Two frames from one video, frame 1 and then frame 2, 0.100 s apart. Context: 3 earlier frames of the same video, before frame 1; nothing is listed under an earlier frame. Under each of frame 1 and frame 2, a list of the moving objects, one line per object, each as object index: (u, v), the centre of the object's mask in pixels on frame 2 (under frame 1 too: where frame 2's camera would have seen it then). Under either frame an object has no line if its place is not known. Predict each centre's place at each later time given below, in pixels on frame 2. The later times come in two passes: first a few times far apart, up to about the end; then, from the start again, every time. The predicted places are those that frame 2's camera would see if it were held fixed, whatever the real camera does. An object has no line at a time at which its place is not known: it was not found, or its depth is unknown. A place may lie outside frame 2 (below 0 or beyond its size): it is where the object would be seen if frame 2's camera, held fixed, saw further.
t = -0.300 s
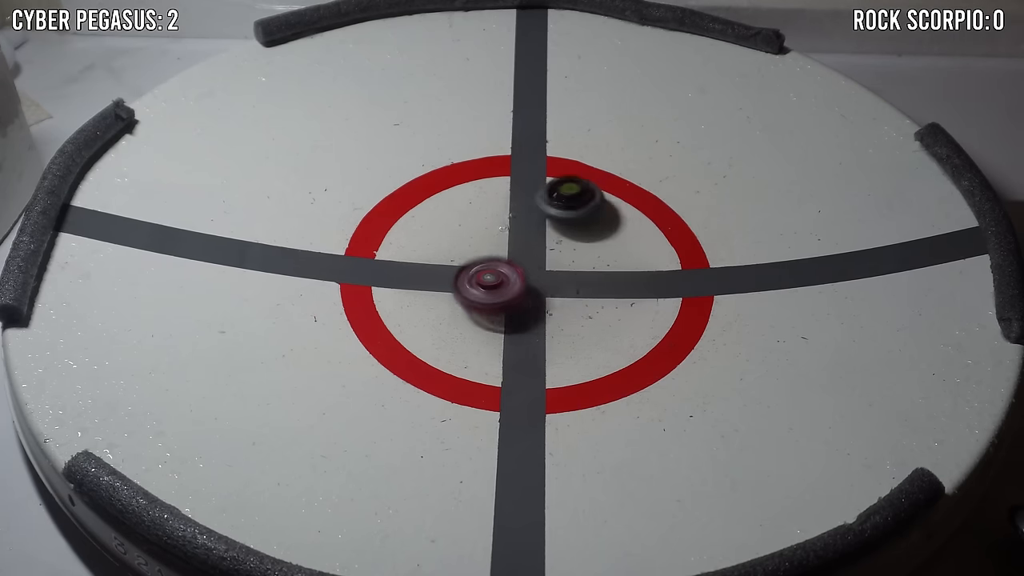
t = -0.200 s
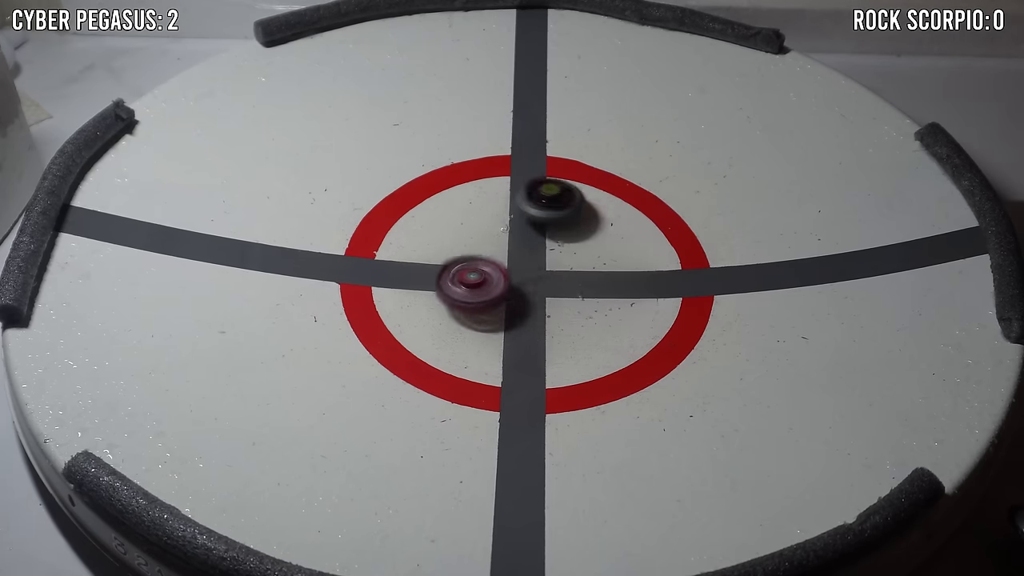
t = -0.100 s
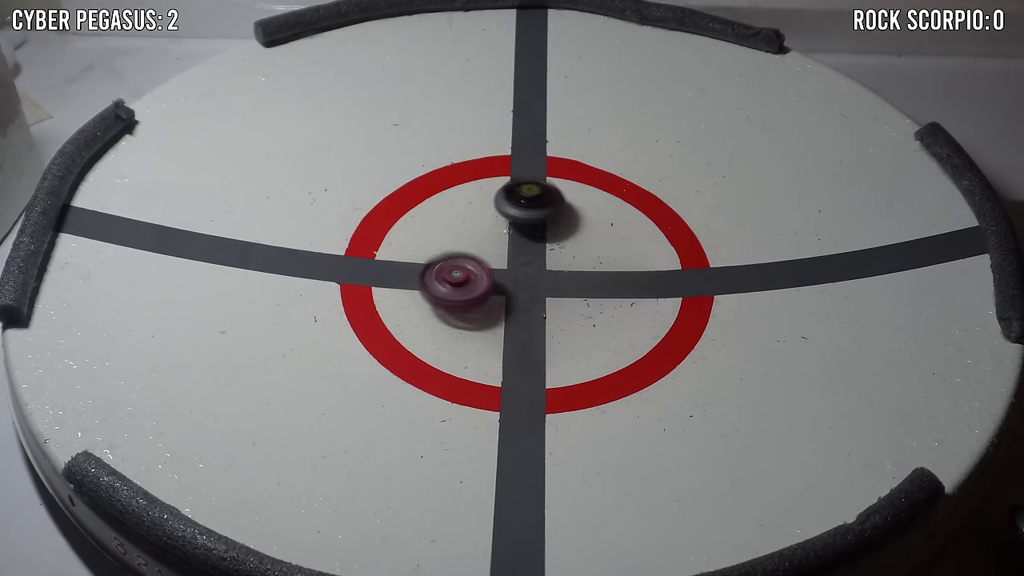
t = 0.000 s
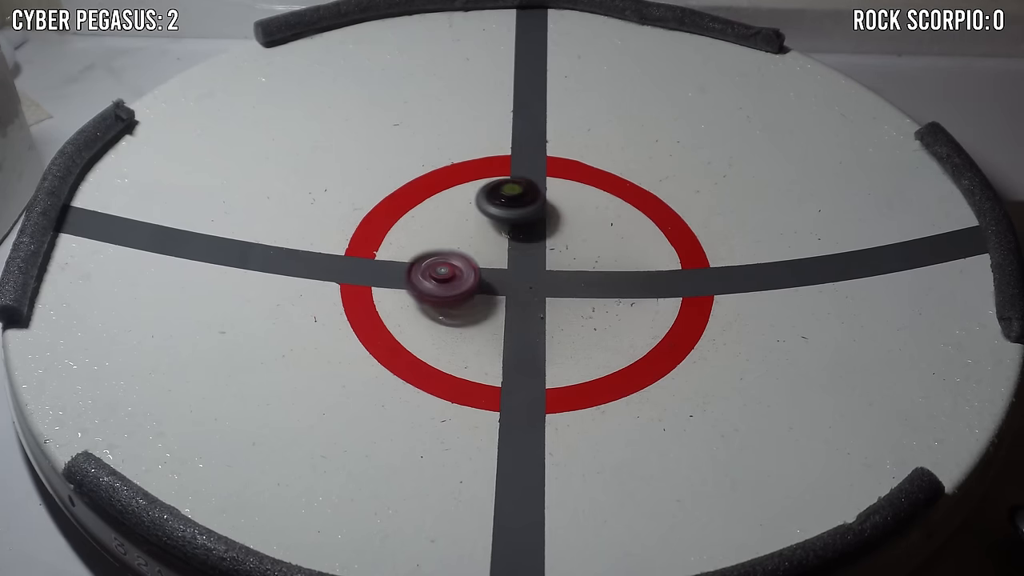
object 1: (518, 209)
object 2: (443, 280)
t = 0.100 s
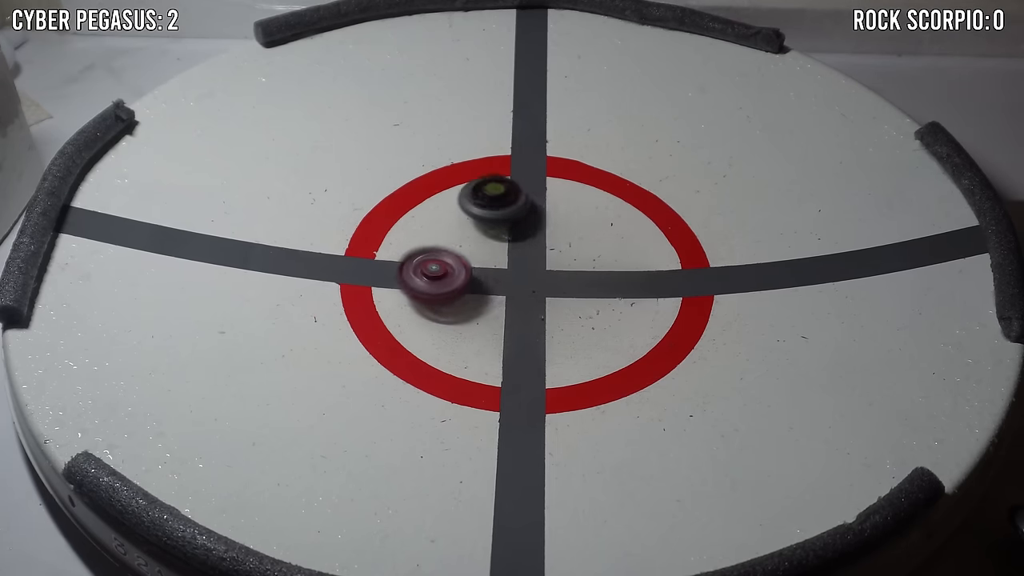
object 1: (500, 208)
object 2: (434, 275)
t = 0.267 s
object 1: (466, 196)
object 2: (435, 271)
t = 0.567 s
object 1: (430, 192)
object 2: (449, 262)
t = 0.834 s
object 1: (416, 200)
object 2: (496, 255)
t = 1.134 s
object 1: (419, 227)
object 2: (540, 230)
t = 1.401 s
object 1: (430, 256)
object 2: (562, 215)
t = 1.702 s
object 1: (438, 290)
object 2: (557, 227)
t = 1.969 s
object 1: (450, 324)
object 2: (552, 249)
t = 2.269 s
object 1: (471, 336)
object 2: (547, 289)
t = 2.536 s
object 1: (349, 354)
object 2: (697, 266)
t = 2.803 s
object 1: (313, 343)
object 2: (735, 222)
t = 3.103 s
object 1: (352, 319)
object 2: (702, 212)
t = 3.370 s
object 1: (426, 316)
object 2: (632, 235)
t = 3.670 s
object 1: (506, 348)
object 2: (552, 256)
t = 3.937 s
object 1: (522, 372)
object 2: (478, 259)
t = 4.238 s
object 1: (508, 382)
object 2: (403, 253)
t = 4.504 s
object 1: (510, 362)
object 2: (366, 250)
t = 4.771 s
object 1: (545, 328)
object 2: (386, 254)
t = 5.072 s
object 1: (609, 310)
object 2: (456, 261)
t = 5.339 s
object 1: (650, 320)
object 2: (521, 271)
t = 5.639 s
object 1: (647, 330)
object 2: (577, 285)
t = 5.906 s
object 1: (655, 345)
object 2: (537, 237)
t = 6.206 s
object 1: (646, 320)
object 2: (504, 224)
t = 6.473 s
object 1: (660, 284)
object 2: (477, 231)
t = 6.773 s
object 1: (692, 272)
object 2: (475, 262)
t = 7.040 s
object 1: (692, 275)
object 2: (499, 288)
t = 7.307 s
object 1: (664, 262)
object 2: (529, 306)
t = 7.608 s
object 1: (643, 231)
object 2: (564, 304)
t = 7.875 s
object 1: (647, 211)
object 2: (581, 286)
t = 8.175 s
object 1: (638, 204)
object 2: (582, 262)
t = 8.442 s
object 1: (617, 202)
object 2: (565, 247)
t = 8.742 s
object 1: (596, 187)
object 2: (535, 236)
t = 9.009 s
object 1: (575, 183)
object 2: (512, 236)
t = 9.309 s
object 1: (543, 182)
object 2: (497, 247)
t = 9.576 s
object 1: (518, 179)
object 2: (495, 263)
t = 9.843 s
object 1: (501, 180)
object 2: (502, 274)
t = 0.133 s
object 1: (494, 208)
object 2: (433, 275)
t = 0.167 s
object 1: (488, 207)
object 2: (433, 274)
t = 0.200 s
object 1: (482, 206)
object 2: (433, 273)
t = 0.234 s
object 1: (477, 205)
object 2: (433, 272)
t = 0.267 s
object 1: (466, 196)
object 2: (435, 271)
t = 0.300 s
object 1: (461, 196)
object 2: (435, 270)
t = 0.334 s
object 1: (456, 195)
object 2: (435, 269)
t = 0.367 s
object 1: (452, 194)
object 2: (436, 267)
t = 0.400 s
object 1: (447, 193)
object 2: (438, 266)
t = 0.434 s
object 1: (443, 193)
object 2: (440, 265)
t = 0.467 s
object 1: (440, 192)
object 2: (441, 264)
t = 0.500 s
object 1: (436, 192)
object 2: (444, 263)
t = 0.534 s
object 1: (433, 192)
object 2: (447, 262)
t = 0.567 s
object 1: (430, 192)
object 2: (449, 262)
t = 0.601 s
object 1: (427, 193)
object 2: (452, 261)
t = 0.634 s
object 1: (424, 193)
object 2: (463, 268)
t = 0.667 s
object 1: (421, 194)
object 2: (467, 266)
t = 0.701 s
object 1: (419, 195)
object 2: (473, 262)
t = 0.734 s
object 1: (419, 197)
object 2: (480, 261)
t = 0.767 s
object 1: (418, 197)
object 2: (486, 259)
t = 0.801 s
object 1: (417, 199)
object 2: (491, 257)
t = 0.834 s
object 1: (416, 200)
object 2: (496, 255)
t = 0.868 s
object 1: (415, 204)
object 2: (501, 252)
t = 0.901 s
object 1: (415, 205)
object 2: (506, 250)
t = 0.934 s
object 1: (415, 207)
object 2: (513, 247)
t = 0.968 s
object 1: (415, 211)
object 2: (518, 243)
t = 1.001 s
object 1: (416, 213)
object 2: (524, 240)
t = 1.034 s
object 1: (416, 215)
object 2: (528, 237)
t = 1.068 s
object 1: (417, 219)
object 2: (533, 235)
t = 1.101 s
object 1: (419, 223)
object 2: (537, 233)
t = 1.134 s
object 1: (419, 227)
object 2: (540, 230)
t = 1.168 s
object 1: (420, 230)
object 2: (544, 227)
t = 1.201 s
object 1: (422, 234)
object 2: (549, 225)
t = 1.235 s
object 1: (422, 236)
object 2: (553, 223)
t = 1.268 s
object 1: (424, 240)
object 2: (556, 220)
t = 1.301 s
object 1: (426, 245)
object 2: (558, 218)
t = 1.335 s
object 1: (429, 252)
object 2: (560, 216)
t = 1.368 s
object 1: (434, 258)
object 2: (561, 215)
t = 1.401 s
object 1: (430, 256)
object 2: (562, 215)
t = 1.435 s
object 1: (431, 260)
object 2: (562, 215)
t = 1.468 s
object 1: (433, 263)
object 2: (562, 216)
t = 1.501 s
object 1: (435, 268)
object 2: (561, 217)
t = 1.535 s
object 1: (435, 270)
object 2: (560, 218)
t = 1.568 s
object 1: (435, 273)
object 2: (559, 219)
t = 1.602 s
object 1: (436, 277)
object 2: (558, 221)
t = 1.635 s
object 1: (437, 280)
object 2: (557, 222)
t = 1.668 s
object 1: (437, 284)
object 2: (557, 224)
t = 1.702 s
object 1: (438, 290)
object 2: (557, 227)
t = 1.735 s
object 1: (438, 292)
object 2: (556, 229)
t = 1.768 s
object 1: (446, 305)
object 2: (557, 232)
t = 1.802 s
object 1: (447, 309)
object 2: (556, 234)
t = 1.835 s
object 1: (447, 312)
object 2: (557, 237)
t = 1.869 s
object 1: (447, 314)
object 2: (557, 240)
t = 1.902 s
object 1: (448, 318)
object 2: (556, 243)
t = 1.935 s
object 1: (449, 321)
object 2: (554, 247)
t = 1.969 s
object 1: (450, 324)
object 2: (552, 249)
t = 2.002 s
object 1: (451, 327)
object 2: (550, 252)
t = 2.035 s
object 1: (453, 329)
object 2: (549, 257)
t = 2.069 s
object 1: (454, 331)
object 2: (547, 261)
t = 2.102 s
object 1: (456, 333)
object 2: (546, 265)
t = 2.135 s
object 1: (458, 334)
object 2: (545, 270)
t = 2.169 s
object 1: (460, 335)
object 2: (545, 275)
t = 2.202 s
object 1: (463, 335)
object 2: (546, 280)
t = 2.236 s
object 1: (467, 336)
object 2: (546, 285)
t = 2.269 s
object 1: (471, 336)
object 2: (547, 289)
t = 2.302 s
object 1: (474, 335)
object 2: (549, 293)
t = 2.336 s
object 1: (477, 335)
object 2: (541, 291)
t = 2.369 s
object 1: (480, 334)
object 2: (549, 301)
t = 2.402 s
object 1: (470, 334)
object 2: (561, 300)
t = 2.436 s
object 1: (431, 344)
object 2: (603, 292)
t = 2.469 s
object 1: (397, 350)
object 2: (641, 284)
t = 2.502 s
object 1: (370, 354)
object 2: (671, 275)
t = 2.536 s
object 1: (349, 354)
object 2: (697, 266)
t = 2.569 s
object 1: (334, 354)
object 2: (715, 256)
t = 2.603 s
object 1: (327, 354)
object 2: (726, 247)
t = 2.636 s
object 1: (322, 354)
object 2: (732, 240)
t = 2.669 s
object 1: (319, 352)
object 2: (735, 233)
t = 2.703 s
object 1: (316, 351)
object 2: (736, 228)
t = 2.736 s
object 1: (314, 349)
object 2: (737, 225)
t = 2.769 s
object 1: (313, 346)
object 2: (736, 223)
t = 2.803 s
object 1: (313, 343)
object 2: (735, 222)
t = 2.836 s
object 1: (313, 340)
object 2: (735, 220)
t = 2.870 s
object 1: (315, 337)
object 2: (733, 218)
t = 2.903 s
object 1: (318, 334)
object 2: (730, 216)
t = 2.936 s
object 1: (322, 331)
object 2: (728, 215)
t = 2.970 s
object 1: (326, 328)
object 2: (726, 213)
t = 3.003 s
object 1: (332, 325)
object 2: (722, 211)
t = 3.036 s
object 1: (338, 322)
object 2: (716, 210)
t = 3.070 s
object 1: (345, 320)
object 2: (710, 211)
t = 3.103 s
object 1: (352, 319)
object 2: (702, 212)
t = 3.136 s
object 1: (360, 317)
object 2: (693, 214)
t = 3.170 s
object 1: (368, 316)
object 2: (684, 216)
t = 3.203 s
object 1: (377, 315)
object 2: (675, 219)
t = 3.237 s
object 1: (387, 314)
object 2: (667, 222)
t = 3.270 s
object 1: (395, 314)
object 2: (659, 226)
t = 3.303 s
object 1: (406, 314)
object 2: (651, 229)
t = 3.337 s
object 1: (416, 315)
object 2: (642, 232)
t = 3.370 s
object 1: (426, 316)
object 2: (632, 235)
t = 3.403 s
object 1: (436, 318)
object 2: (623, 238)
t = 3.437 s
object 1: (447, 320)
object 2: (614, 239)
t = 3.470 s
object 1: (456, 323)
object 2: (605, 242)
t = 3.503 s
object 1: (467, 326)
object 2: (597, 245)
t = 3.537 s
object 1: (476, 330)
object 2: (588, 248)
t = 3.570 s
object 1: (484, 334)
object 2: (580, 250)
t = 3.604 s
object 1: (492, 338)
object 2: (571, 252)
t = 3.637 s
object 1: (499, 343)
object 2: (562, 254)
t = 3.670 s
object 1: (506, 348)
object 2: (552, 256)
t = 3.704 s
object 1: (512, 352)
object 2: (542, 257)
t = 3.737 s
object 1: (517, 357)
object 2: (532, 258)
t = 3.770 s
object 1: (522, 362)
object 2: (522, 259)
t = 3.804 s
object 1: (525, 366)
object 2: (513, 260)
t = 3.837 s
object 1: (528, 370)
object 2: (504, 260)
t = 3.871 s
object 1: (529, 374)
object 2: (496, 260)
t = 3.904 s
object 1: (522, 369)
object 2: (486, 260)
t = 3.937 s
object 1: (522, 372)
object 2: (478, 259)
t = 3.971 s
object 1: (523, 377)
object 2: (469, 259)
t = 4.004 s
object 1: (522, 379)
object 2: (461, 258)
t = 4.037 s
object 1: (520, 381)
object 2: (452, 257)
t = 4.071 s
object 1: (519, 383)
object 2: (443, 256)
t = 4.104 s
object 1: (517, 385)
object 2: (435, 255)
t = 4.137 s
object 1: (515, 385)
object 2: (426, 254)
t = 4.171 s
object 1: (512, 385)
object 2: (418, 254)
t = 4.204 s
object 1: (509, 384)
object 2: (410, 254)
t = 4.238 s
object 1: (508, 382)
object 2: (403, 253)
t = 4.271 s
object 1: (505, 380)
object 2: (396, 253)
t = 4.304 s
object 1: (504, 379)
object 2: (391, 252)
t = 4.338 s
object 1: (507, 384)
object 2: (385, 252)
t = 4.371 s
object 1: (507, 380)
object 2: (381, 251)
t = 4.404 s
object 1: (507, 376)
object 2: (376, 251)
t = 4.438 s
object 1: (507, 372)
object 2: (372, 250)
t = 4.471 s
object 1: (508, 367)
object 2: (368, 250)
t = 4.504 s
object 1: (510, 362)
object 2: (366, 250)
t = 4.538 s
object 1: (512, 357)
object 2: (366, 249)
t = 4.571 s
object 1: (515, 352)
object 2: (364, 250)
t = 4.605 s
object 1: (518, 349)
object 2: (364, 250)
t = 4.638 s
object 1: (522, 344)
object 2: (366, 250)
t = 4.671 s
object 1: (527, 340)
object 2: (369, 251)
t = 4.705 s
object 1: (532, 335)
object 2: (373, 252)
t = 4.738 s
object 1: (538, 332)
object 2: (379, 253)
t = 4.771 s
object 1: (545, 328)
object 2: (386, 254)
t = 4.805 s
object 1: (552, 324)
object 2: (394, 254)
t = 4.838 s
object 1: (558, 321)
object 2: (401, 255)
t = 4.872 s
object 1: (565, 318)
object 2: (409, 256)
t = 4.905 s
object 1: (572, 315)
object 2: (416, 256)
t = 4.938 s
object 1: (580, 314)
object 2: (424, 257)
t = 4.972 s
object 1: (588, 313)
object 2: (431, 258)
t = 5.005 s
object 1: (595, 312)
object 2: (440, 260)
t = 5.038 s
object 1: (602, 311)
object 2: (448, 260)
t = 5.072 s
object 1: (609, 310)
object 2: (456, 261)
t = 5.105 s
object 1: (615, 311)
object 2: (464, 262)
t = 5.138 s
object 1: (622, 311)
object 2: (472, 262)
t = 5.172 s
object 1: (627, 312)
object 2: (480, 263)
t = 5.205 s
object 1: (634, 313)
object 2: (488, 265)
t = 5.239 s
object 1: (639, 315)
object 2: (496, 265)
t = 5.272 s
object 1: (644, 317)
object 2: (504, 267)
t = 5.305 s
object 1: (647, 319)
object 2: (512, 269)
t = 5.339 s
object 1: (650, 320)
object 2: (521, 271)
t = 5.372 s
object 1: (653, 321)
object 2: (528, 273)
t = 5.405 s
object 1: (654, 323)
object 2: (536, 275)
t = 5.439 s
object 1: (654, 325)
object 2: (544, 277)
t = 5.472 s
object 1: (654, 326)
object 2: (551, 279)
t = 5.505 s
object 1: (653, 326)
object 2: (558, 281)
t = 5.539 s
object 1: (652, 327)
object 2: (564, 283)
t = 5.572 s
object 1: (649, 328)
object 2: (570, 285)
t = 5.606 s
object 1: (647, 328)
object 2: (574, 286)
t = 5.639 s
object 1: (647, 330)
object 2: (577, 285)
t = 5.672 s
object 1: (659, 343)
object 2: (571, 274)
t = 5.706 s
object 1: (668, 354)
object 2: (563, 263)
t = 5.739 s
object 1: (663, 350)
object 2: (557, 255)
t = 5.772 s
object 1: (662, 350)
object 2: (553, 249)
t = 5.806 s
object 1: (661, 350)
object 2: (547, 246)
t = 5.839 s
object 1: (667, 357)
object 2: (544, 243)
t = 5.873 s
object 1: (664, 355)
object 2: (540, 240)
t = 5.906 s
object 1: (655, 345)
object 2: (537, 237)
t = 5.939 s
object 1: (660, 351)
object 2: (533, 235)
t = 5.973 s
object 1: (657, 348)
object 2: (529, 233)
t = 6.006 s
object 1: (654, 344)
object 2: (525, 231)
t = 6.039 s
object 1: (651, 341)
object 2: (522, 230)
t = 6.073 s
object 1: (650, 337)
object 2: (519, 228)
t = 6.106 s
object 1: (649, 332)
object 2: (516, 226)
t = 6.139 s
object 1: (647, 328)
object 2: (512, 225)
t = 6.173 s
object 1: (646, 323)
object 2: (508, 224)
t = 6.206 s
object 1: (646, 320)
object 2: (504, 224)
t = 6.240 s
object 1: (646, 314)
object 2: (501, 223)
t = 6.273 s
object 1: (646, 308)
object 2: (497, 223)
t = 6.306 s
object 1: (647, 304)
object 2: (493, 222)
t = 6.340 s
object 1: (649, 299)
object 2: (489, 223)
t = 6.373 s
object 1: (651, 295)
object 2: (485, 225)
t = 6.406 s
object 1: (653, 290)
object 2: (482, 226)
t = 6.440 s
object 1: (656, 287)
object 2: (479, 229)
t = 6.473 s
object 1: (660, 284)
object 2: (477, 231)
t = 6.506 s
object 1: (663, 281)
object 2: (474, 233)
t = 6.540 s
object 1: (667, 278)
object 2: (473, 236)
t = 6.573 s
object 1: (671, 276)
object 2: (472, 239)
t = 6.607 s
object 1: (675, 275)
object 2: (472, 244)
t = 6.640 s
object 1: (679, 273)
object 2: (472, 247)
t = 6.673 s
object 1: (683, 273)
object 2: (473, 251)
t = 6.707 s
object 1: (687, 272)
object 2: (473, 255)
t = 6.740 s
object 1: (689, 272)
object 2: (474, 259)
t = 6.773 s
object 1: (692, 272)
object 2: (475, 262)
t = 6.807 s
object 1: (695, 272)
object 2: (477, 266)
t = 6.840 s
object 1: (697, 272)
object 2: (479, 270)
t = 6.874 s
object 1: (699, 272)
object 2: (482, 274)
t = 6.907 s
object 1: (699, 273)
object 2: (485, 277)
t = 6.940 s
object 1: (698, 274)
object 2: (489, 280)
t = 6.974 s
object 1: (696, 274)
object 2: (492, 283)
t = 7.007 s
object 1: (694, 274)
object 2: (495, 286)
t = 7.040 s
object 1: (692, 275)
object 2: (499, 288)
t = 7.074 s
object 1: (689, 274)
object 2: (501, 291)
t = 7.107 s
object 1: (686, 272)
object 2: (505, 293)
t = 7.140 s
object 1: (682, 272)
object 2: (509, 296)
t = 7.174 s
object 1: (679, 271)
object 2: (513, 298)
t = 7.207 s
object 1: (675, 268)
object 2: (517, 301)
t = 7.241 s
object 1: (671, 267)
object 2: (521, 303)
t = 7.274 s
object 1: (667, 265)
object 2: (525, 304)
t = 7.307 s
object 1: (664, 262)
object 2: (529, 306)
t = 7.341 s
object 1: (659, 259)
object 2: (534, 307)
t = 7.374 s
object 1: (656, 257)
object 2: (537, 307)
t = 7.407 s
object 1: (653, 253)
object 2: (541, 307)
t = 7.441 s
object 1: (649, 249)
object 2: (546, 307)
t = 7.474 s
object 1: (647, 246)
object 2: (550, 307)
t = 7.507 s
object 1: (646, 242)
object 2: (555, 307)
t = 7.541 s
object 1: (643, 237)
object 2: (558, 307)
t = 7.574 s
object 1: (642, 234)
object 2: (561, 305)
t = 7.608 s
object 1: (643, 231)
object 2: (564, 304)
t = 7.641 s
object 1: (643, 227)
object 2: (567, 303)
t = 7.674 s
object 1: (643, 224)
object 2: (571, 301)
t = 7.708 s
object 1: (644, 222)
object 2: (573, 299)
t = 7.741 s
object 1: (645, 219)
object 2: (575, 297)
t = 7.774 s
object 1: (646, 217)
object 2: (578, 294)
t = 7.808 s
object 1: (647, 215)
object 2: (580, 292)
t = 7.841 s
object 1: (644, 210)
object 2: (581, 288)
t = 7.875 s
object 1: (647, 211)
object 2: (581, 286)
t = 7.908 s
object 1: (647, 210)
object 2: (582, 284)
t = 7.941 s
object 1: (646, 205)
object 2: (582, 281)
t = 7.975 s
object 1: (647, 204)
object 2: (582, 279)
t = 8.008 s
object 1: (647, 204)
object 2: (583, 276)
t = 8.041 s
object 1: (647, 204)
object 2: (582, 273)
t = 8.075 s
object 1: (646, 204)
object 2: (583, 271)
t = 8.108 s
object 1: (644, 204)
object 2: (583, 267)
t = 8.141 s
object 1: (642, 205)
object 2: (582, 264)
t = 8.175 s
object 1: (638, 204)
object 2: (582, 262)
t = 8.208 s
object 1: (635, 205)
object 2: (581, 259)
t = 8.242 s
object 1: (633, 205)
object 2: (580, 257)
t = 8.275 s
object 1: (630, 205)
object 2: (580, 254)
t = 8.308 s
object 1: (626, 205)
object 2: (579, 251)
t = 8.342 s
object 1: (623, 205)
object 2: (578, 249)
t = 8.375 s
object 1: (620, 203)
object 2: (574, 247)
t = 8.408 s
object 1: (618, 202)
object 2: (569, 248)
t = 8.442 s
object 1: (617, 202)
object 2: (565, 247)
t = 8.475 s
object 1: (613, 199)
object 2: (561, 246)
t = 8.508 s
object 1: (611, 197)
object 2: (558, 244)
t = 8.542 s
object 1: (610, 195)
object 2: (556, 243)
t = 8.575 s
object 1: (608, 195)
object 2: (552, 241)
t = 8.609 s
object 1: (607, 194)
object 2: (548, 240)
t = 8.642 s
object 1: (603, 190)
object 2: (545, 239)
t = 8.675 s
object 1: (602, 189)
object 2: (541, 238)
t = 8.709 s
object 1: (599, 188)
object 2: (539, 238)
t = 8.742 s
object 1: (596, 187)
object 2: (535, 236)
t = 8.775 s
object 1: (593, 185)
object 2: (532, 236)
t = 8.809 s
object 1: (591, 185)
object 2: (529, 235)
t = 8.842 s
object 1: (589, 184)
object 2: (526, 235)
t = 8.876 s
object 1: (586, 184)
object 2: (522, 235)
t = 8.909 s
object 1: (582, 184)
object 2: (521, 235)
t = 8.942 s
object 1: (579, 183)
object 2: (516, 235)
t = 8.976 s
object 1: (577, 183)
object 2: (514, 237)
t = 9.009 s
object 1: (575, 183)
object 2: (512, 236)
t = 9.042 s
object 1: (571, 183)
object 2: (508, 236)
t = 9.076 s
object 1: (568, 184)
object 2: (506, 237)
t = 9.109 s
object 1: (566, 184)
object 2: (505, 237)
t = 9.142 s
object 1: (561, 183)
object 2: (503, 239)
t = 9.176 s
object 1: (558, 184)
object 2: (501, 241)
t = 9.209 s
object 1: (555, 184)
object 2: (500, 242)
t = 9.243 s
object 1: (550, 183)
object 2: (497, 244)
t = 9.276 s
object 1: (548, 183)
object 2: (497, 245)
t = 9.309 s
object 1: (543, 182)
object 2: (497, 247)
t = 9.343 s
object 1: (539, 183)
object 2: (495, 249)
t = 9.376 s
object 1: (536, 181)
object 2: (495, 251)
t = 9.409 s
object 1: (533, 180)
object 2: (495, 253)
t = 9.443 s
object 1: (530, 182)
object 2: (493, 255)
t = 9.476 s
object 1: (526, 179)
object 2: (494, 257)
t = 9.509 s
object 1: (523, 179)
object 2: (495, 259)
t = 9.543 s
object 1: (521, 180)
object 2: (495, 261)
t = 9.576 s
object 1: (518, 179)
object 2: (495, 263)
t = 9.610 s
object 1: (516, 179)
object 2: (498, 264)
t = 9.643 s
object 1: (513, 177)
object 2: (499, 265)
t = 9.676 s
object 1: (512, 179)
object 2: (499, 267)
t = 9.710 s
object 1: (511, 180)
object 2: (500, 269)
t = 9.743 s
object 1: (508, 179)
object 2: (501, 270)
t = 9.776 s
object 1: (505, 180)
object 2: (500, 272)
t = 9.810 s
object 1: (504, 179)
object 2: (501, 273)
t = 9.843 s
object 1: (501, 180)
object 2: (502, 274)
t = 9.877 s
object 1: (499, 181)
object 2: (501, 275)
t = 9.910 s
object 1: (497, 181)
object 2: (501, 276)
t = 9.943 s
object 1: (496, 182)
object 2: (502, 277)
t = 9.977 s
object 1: (493, 184)
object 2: (501, 278)
